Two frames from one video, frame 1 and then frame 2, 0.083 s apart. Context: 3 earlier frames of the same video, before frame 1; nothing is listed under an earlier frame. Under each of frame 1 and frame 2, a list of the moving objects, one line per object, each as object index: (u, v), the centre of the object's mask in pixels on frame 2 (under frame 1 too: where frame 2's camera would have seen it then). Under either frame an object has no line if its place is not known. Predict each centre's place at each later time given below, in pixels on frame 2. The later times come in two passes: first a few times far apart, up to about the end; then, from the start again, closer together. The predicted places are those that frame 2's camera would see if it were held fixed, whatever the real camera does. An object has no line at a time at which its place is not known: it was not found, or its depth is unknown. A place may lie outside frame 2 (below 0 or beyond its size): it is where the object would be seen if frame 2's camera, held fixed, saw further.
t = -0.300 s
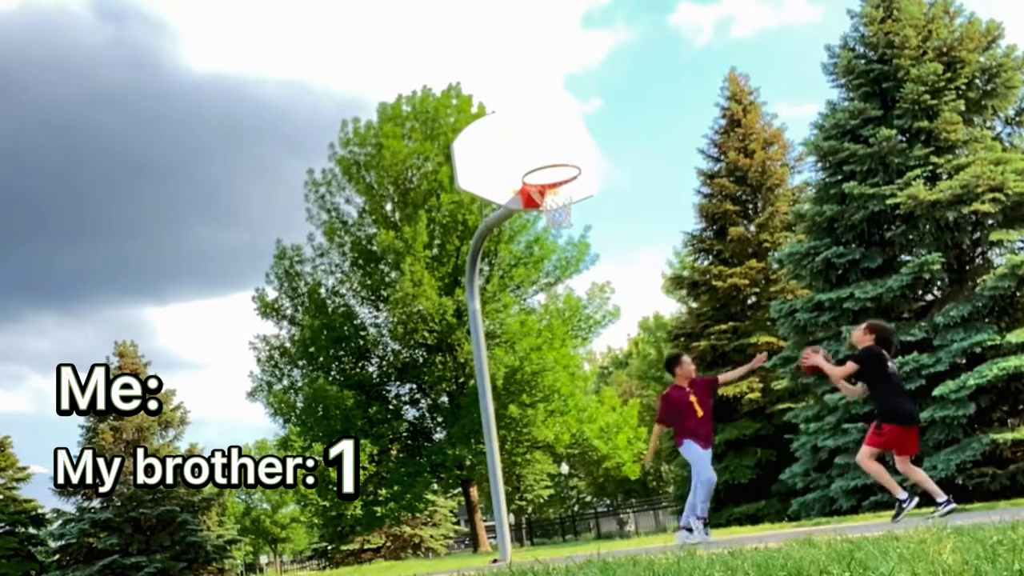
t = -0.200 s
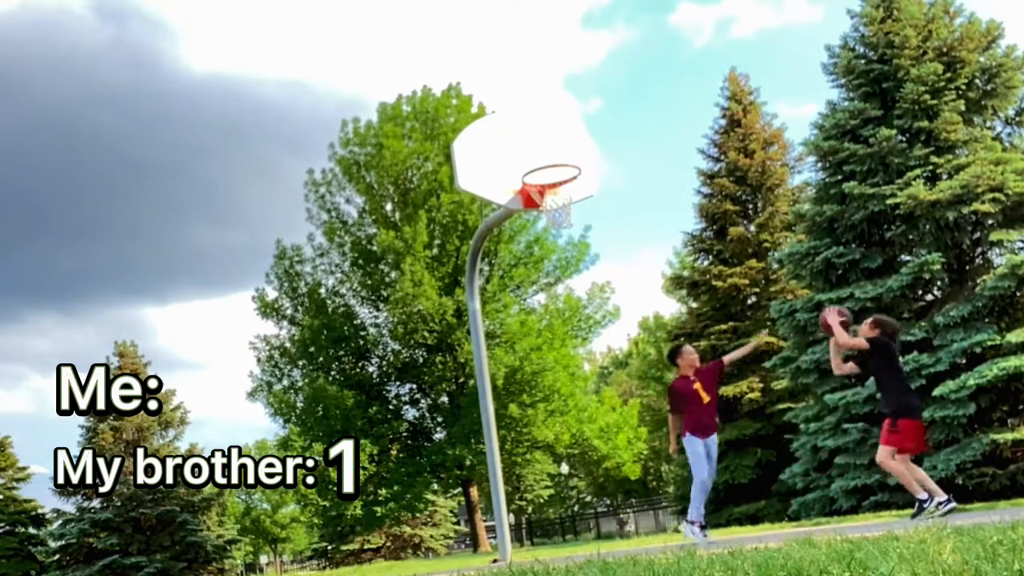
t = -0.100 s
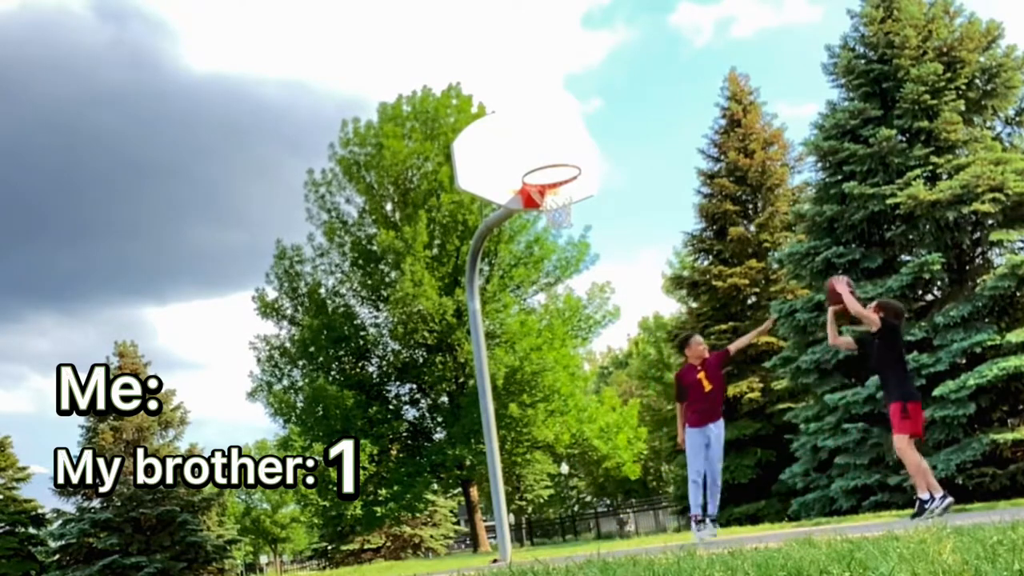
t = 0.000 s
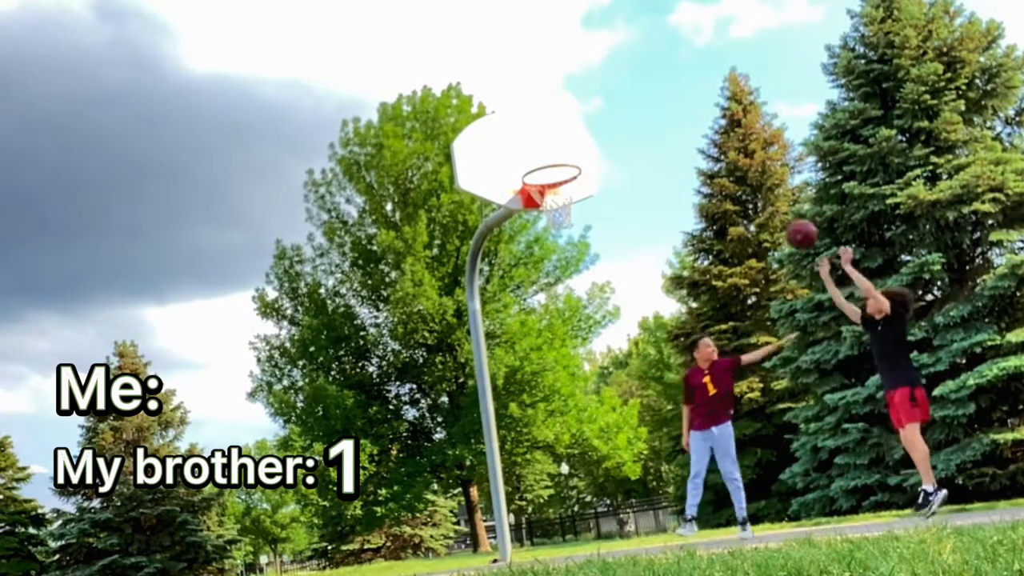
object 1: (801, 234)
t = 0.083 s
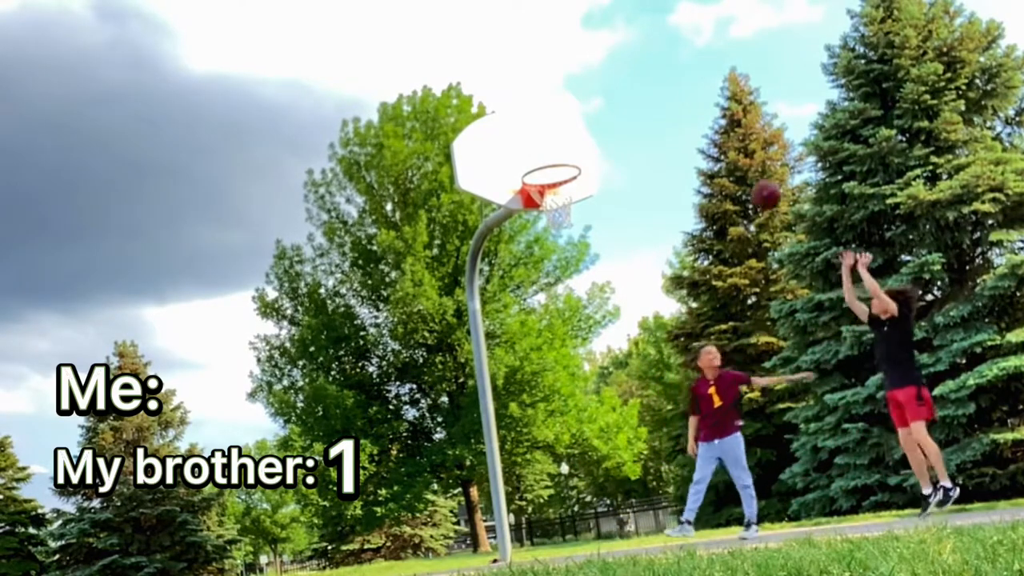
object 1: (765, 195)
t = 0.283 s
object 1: (692, 135)
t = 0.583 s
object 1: (603, 134)
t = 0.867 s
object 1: (559, 155)
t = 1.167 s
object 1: (539, 207)
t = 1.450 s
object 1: (561, 221)
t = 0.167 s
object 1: (735, 163)
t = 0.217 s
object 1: (715, 149)
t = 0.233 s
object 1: (709, 146)
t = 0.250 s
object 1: (704, 142)
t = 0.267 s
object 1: (697, 138)
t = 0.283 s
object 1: (692, 135)
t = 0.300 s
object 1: (687, 132)
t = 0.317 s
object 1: (681, 130)
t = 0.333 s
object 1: (676, 128)
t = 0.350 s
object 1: (670, 126)
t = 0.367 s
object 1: (665, 125)
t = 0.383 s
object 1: (660, 124)
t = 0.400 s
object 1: (655, 123)
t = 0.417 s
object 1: (650, 122)
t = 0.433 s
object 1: (644, 122)
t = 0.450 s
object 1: (640, 122)
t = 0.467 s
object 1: (635, 123)
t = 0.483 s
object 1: (630, 123)
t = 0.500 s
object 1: (626, 124)
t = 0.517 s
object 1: (621, 126)
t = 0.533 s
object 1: (617, 127)
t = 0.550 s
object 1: (612, 129)
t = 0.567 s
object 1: (608, 132)
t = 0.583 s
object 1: (603, 134)
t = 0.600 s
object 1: (599, 137)
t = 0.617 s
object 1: (595, 141)
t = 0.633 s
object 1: (591, 144)
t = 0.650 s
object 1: (587, 148)
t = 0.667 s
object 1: (583, 152)
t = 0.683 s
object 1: (579, 156)
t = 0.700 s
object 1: (577, 155)
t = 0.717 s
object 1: (575, 154)
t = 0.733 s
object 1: (573, 153)
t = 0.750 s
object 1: (571, 152)
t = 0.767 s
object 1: (569, 152)
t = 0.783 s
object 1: (567, 152)
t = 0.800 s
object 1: (565, 151)
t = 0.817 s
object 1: (564, 152)
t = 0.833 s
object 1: (562, 152)
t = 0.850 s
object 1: (560, 153)
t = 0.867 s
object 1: (559, 155)
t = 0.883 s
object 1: (557, 156)
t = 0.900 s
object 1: (556, 159)
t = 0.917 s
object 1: (554, 161)
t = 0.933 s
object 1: (553, 163)
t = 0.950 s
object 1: (552, 166)
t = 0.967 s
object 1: (551, 171)
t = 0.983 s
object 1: (550, 173)
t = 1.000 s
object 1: (549, 176)
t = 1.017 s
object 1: (547, 180)
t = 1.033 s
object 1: (547, 184)
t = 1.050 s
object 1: (547, 188)
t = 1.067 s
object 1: (544, 194)
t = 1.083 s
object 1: (543, 198)
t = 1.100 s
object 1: (543, 203)
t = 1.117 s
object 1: (540, 204)
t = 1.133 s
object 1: (539, 206)
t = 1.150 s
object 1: (539, 208)
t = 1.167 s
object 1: (539, 207)
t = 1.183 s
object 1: (539, 209)
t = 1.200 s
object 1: (540, 211)
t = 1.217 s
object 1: (539, 211)
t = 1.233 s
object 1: (539, 211)
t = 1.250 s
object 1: (540, 213)
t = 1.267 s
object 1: (541, 213)
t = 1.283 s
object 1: (542, 213)
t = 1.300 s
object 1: (544, 214)
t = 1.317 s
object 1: (545, 215)
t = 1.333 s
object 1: (547, 216)
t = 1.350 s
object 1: (550, 216)
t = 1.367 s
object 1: (552, 217)
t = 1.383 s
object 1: (553, 217)
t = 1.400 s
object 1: (555, 219)
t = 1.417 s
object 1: (557, 220)
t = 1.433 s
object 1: (559, 221)
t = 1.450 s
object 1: (561, 221)
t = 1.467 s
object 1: (563, 222)
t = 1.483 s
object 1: (564, 221)
